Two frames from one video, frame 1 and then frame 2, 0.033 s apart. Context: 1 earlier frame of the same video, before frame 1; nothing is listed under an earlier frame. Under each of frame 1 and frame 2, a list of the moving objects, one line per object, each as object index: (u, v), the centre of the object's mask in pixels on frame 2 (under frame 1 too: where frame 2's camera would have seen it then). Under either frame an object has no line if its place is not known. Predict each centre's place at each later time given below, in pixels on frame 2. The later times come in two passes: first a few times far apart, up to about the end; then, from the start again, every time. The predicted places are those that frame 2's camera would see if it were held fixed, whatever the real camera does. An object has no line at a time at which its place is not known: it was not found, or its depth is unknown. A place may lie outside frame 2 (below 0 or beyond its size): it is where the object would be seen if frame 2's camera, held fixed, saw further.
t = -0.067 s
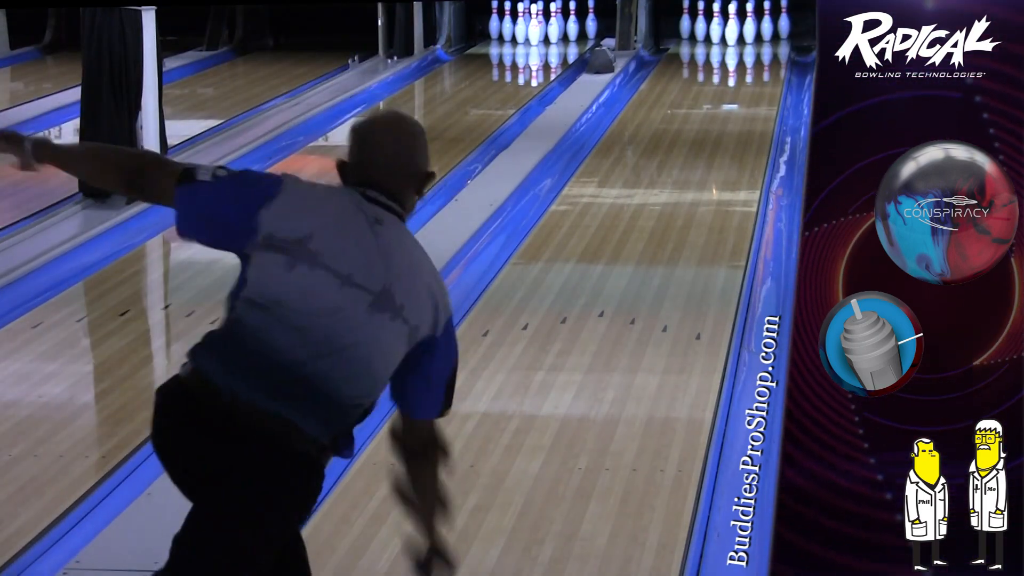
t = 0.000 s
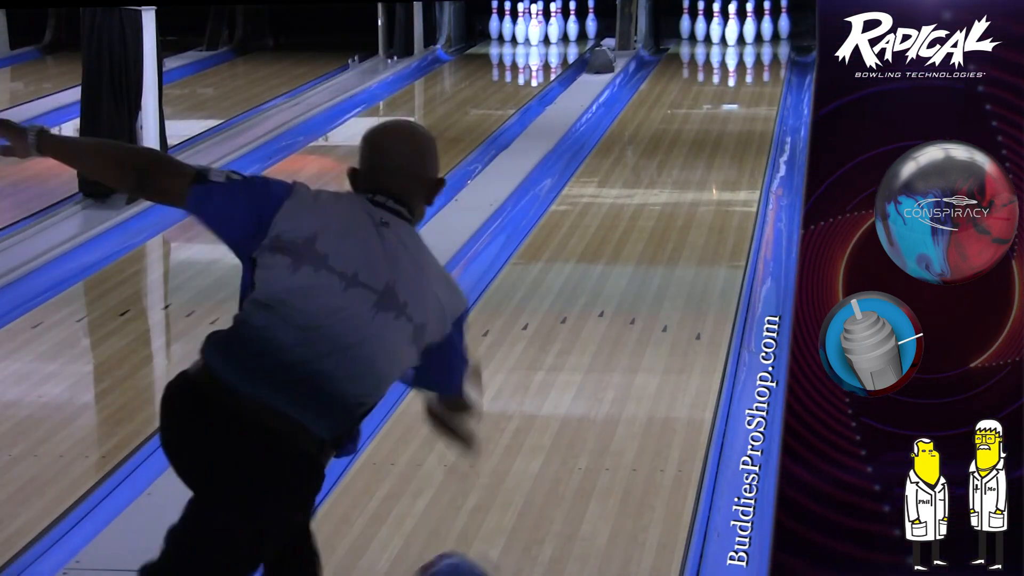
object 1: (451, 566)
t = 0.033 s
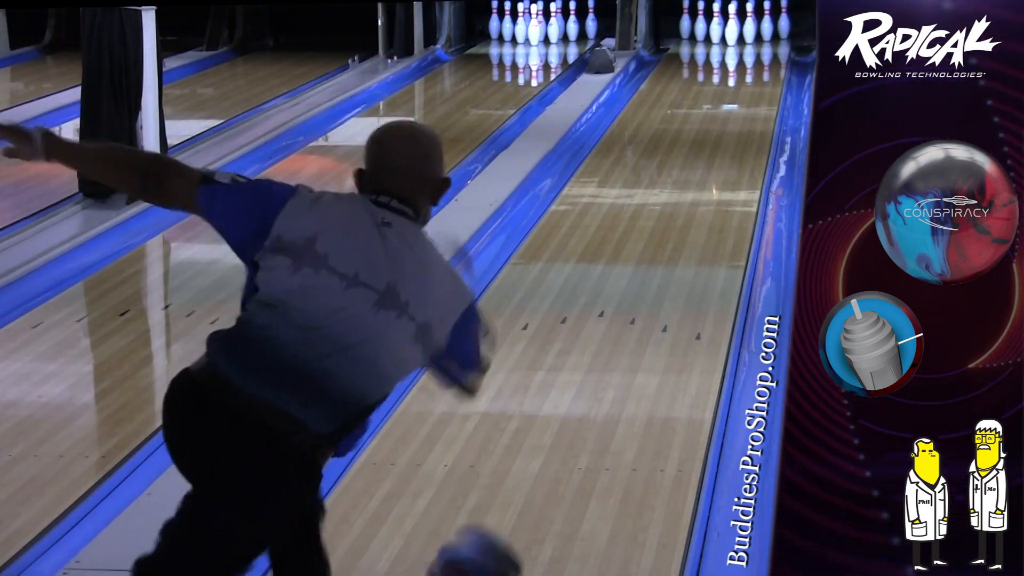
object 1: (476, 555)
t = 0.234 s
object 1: (560, 438)
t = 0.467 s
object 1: (625, 330)
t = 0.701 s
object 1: (670, 254)
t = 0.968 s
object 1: (705, 193)
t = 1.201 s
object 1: (727, 151)
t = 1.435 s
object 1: (744, 118)
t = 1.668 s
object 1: (753, 91)
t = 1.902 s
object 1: (755, 71)
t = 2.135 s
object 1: (750, 55)
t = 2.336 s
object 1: (742, 43)
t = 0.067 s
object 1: (493, 540)
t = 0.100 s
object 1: (505, 528)
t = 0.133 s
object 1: (521, 501)
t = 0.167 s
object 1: (537, 476)
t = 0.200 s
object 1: (548, 457)
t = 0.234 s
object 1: (560, 438)
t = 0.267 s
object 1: (572, 418)
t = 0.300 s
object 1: (581, 402)
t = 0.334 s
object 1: (593, 384)
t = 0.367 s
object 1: (600, 371)
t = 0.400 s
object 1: (610, 355)
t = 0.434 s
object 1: (617, 343)
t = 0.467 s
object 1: (625, 330)
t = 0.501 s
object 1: (634, 315)
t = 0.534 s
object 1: (639, 306)
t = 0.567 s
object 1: (646, 295)
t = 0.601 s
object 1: (654, 282)
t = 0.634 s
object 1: (658, 273)
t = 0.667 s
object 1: (663, 264)
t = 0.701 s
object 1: (670, 254)
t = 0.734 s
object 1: (676, 244)
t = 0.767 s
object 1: (680, 236)
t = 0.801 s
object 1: (684, 230)
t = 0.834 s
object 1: (689, 221)
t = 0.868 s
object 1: (695, 212)
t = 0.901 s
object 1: (698, 205)
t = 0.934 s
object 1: (701, 199)
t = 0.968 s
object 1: (705, 193)
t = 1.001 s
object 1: (709, 186)
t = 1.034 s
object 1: (714, 178)
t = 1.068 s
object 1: (717, 172)
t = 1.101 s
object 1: (720, 166)
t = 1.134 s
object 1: (722, 162)
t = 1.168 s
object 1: (725, 156)
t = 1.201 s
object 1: (727, 151)
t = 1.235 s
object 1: (731, 145)
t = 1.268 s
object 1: (734, 139)
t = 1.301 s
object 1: (736, 135)
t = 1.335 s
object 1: (738, 131)
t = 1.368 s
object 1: (740, 126)
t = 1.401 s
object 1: (742, 122)
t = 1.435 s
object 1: (744, 118)
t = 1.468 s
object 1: (746, 114)
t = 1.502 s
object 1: (747, 109)
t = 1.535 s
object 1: (749, 105)
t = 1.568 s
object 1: (751, 101)
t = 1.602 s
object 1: (752, 98)
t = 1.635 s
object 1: (753, 95)
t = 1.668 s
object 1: (753, 91)
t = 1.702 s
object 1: (754, 88)
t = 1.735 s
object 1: (755, 86)
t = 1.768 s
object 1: (755, 82)
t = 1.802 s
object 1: (755, 80)
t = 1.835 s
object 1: (755, 76)
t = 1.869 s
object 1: (756, 73)
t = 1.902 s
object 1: (755, 71)
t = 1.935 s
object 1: (755, 68)
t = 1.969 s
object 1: (755, 66)
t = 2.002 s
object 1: (754, 64)
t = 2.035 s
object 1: (753, 62)
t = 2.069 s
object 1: (753, 59)
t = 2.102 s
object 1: (752, 57)
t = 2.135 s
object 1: (750, 55)
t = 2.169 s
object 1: (749, 54)
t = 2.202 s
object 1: (747, 51)
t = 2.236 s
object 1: (746, 49)
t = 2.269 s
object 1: (745, 47)
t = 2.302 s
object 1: (744, 45)
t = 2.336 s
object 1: (742, 43)
